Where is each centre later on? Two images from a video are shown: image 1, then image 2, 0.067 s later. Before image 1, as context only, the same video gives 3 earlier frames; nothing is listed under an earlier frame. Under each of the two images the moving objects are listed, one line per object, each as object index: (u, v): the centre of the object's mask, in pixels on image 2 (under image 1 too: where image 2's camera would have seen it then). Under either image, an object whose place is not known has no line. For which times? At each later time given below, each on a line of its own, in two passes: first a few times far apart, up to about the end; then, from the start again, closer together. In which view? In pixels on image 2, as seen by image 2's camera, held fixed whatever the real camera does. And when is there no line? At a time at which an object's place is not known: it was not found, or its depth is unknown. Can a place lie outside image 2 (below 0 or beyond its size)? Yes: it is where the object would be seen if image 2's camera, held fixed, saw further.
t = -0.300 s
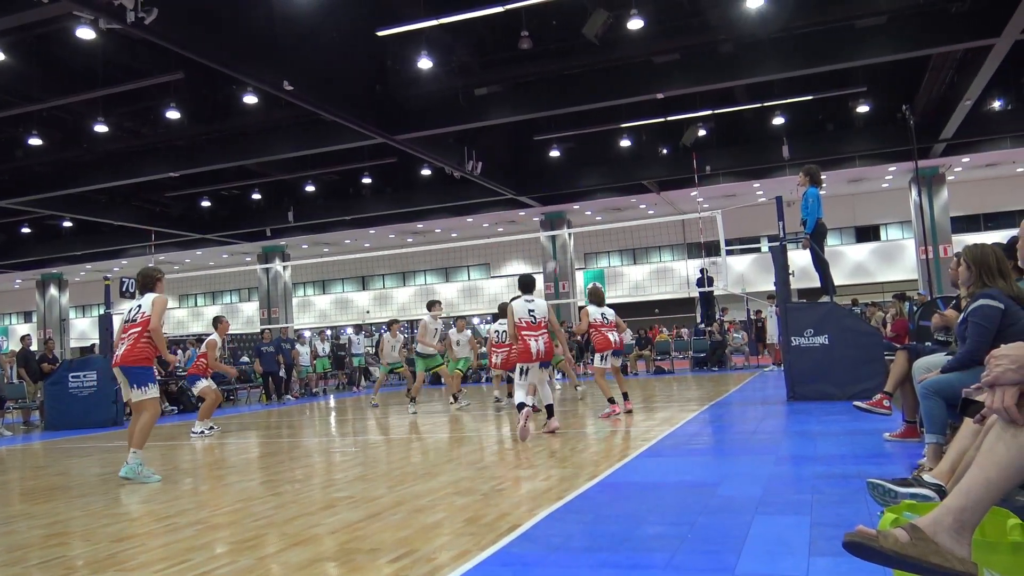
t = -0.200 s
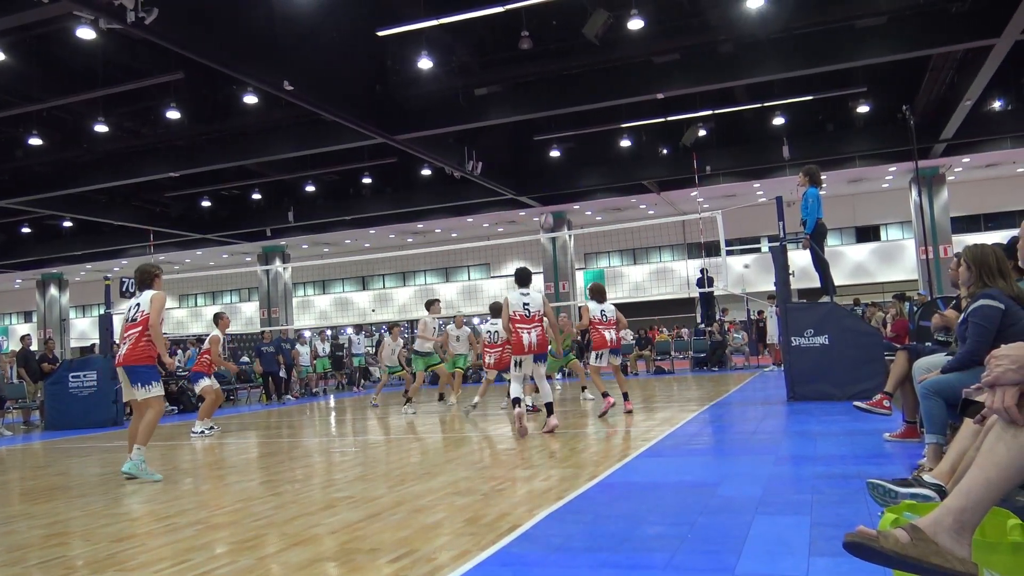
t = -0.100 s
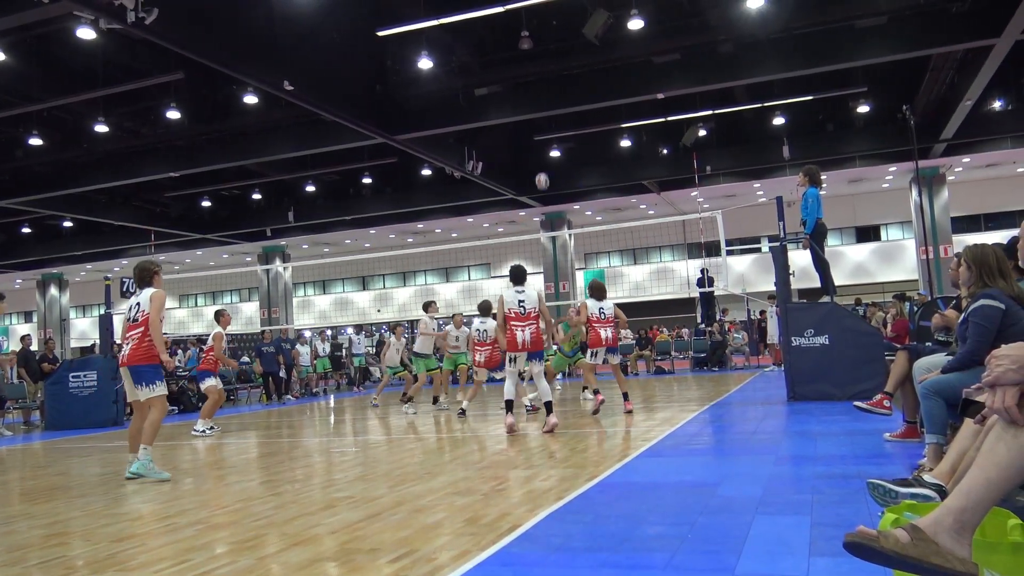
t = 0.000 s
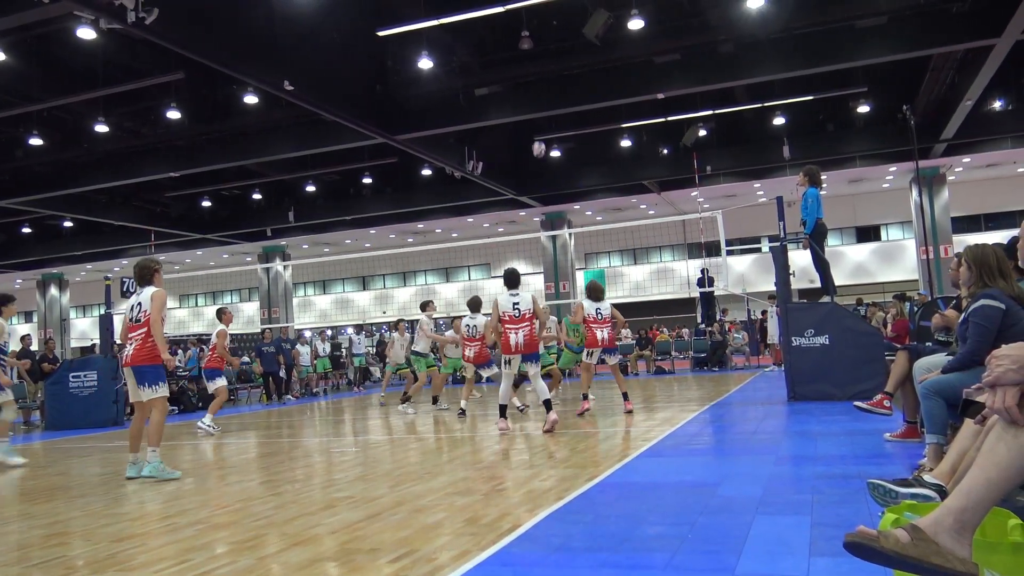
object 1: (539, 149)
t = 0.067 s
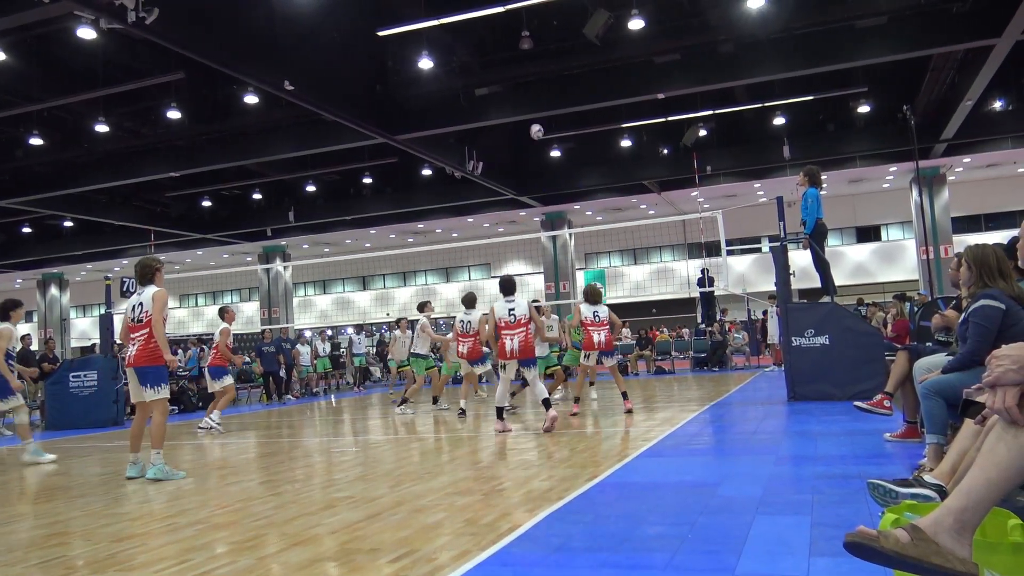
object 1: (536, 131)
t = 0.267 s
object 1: (531, 96)
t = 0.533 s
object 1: (525, 87)
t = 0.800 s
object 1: (523, 117)
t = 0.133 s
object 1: (534, 117)
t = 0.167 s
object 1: (533, 111)
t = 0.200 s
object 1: (532, 106)
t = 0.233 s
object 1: (531, 101)
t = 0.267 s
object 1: (531, 96)
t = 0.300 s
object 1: (530, 93)
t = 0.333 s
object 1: (529, 91)
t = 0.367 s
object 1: (528, 88)
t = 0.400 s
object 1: (527, 87)
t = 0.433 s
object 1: (527, 86)
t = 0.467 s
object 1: (526, 86)
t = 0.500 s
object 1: (526, 86)
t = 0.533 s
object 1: (525, 87)
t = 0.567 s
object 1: (525, 89)
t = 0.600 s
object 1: (524, 91)
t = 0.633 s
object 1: (524, 94)
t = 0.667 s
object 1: (523, 97)
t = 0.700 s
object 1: (523, 101)
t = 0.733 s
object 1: (523, 106)
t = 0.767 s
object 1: (523, 111)
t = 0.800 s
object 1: (523, 117)
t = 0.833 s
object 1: (522, 123)
